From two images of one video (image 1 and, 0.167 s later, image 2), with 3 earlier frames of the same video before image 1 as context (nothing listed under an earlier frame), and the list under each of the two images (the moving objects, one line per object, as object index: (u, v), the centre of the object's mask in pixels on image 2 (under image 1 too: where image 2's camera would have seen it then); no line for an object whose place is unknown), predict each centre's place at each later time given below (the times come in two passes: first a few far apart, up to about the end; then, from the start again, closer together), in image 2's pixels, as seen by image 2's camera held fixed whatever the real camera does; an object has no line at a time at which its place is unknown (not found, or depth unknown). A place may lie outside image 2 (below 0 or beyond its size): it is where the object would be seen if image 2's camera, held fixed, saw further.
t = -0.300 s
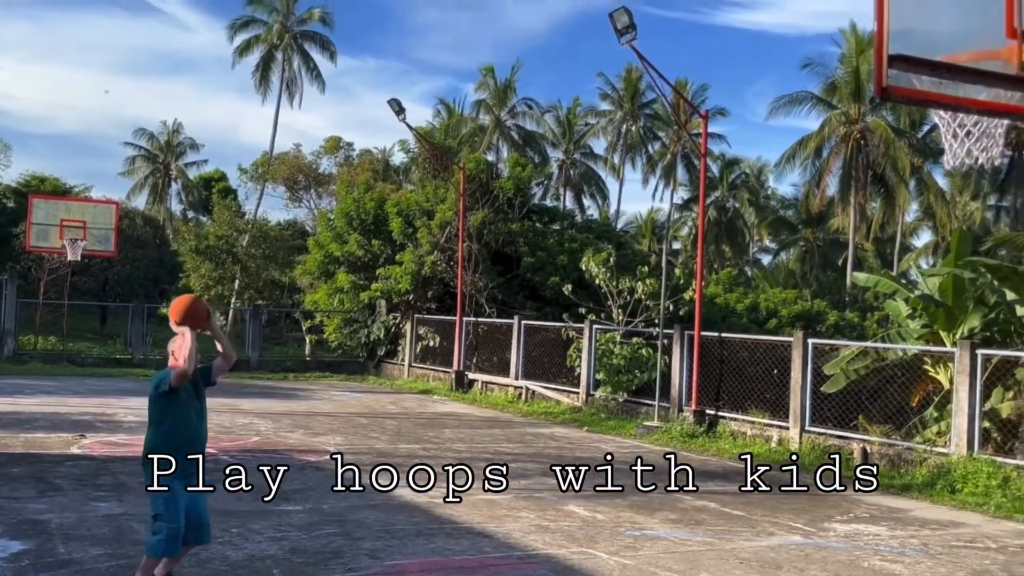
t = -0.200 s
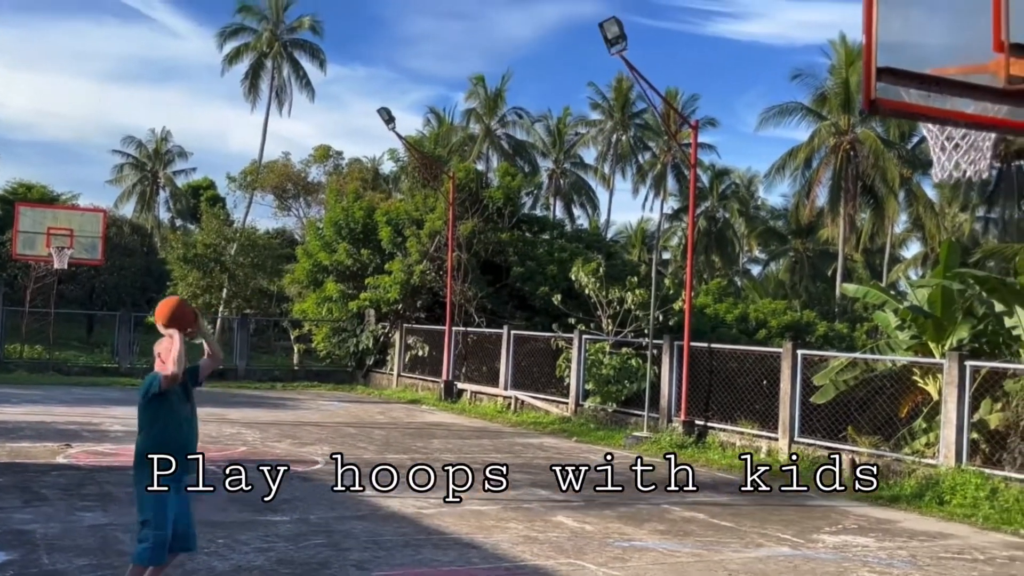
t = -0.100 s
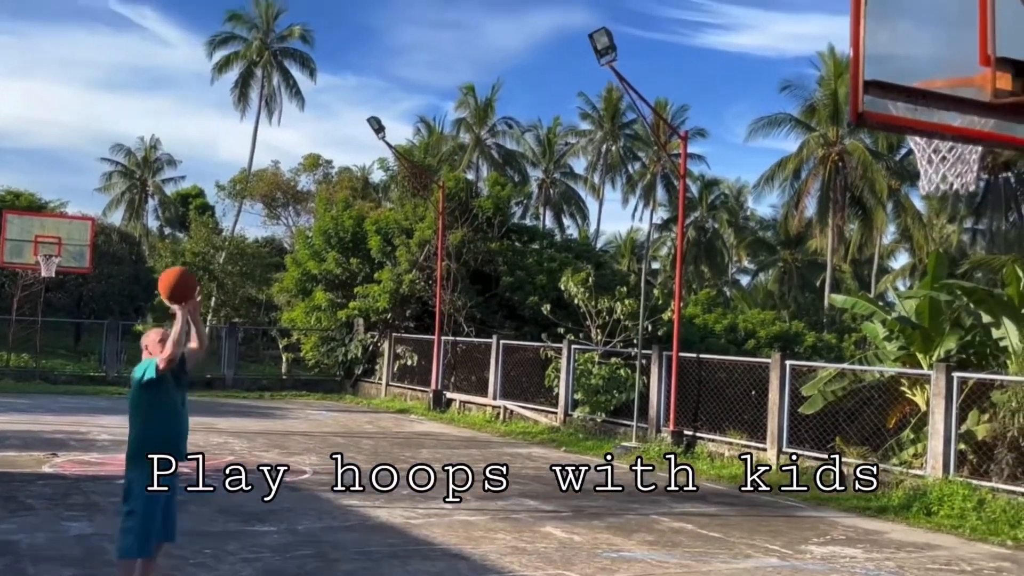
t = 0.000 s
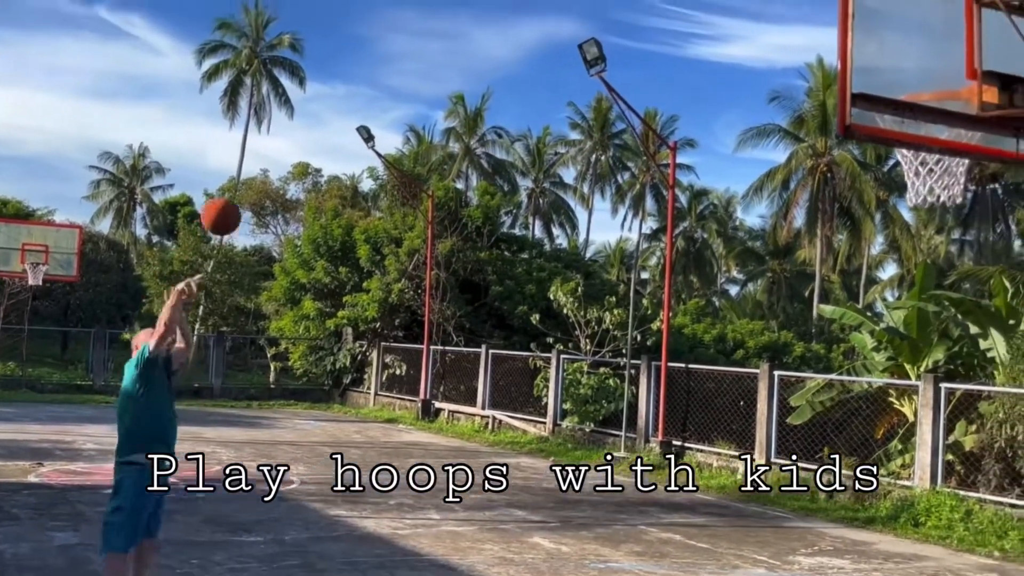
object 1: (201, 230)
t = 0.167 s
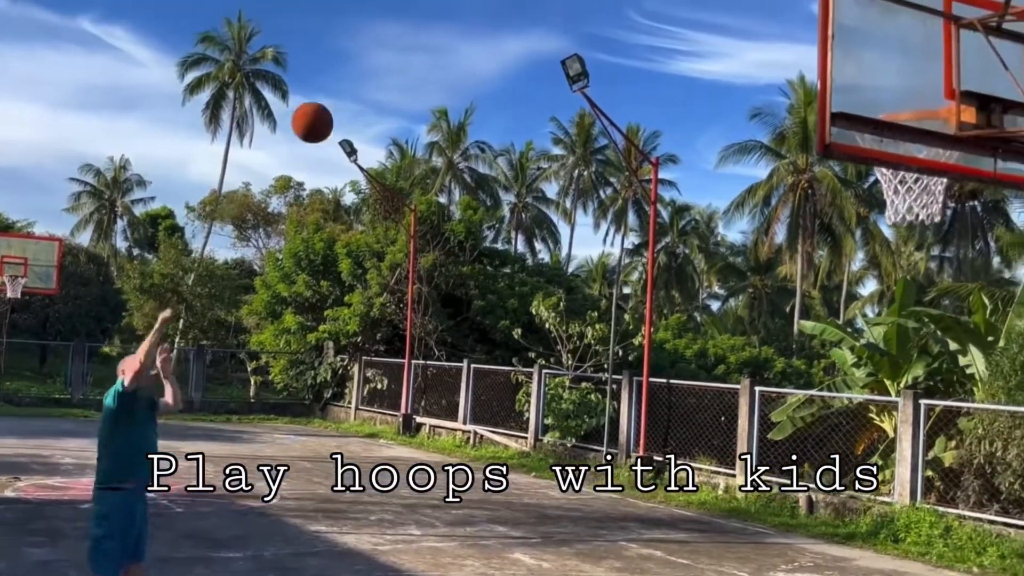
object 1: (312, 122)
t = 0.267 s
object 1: (382, 75)
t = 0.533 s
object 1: (585, 23)
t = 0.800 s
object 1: (831, 102)
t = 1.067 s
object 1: (775, 114)
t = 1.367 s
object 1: (692, 239)
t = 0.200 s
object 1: (335, 105)
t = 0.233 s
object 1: (359, 89)
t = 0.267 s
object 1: (382, 75)
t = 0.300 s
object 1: (406, 62)
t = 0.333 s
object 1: (430, 51)
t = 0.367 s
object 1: (455, 41)
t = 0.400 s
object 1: (480, 34)
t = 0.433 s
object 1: (505, 28)
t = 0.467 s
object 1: (532, 24)
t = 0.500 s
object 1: (558, 23)
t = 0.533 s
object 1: (585, 23)
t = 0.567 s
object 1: (613, 25)
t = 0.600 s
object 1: (641, 29)
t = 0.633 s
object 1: (670, 36)
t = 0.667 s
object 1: (700, 45)
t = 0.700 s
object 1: (731, 56)
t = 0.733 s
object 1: (763, 71)
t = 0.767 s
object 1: (794, 88)
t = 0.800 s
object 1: (831, 102)
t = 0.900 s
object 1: (829, 104)
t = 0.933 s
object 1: (805, 106)
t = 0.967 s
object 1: (800, 105)
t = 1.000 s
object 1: (794, 105)
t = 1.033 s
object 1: (786, 109)
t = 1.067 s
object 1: (775, 114)
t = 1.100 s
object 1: (766, 120)
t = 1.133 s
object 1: (756, 129)
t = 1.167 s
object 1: (746, 140)
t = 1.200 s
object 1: (737, 152)
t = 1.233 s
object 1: (728, 167)
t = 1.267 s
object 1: (719, 182)
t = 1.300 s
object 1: (710, 200)
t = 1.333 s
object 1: (701, 219)
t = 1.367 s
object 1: (692, 239)
